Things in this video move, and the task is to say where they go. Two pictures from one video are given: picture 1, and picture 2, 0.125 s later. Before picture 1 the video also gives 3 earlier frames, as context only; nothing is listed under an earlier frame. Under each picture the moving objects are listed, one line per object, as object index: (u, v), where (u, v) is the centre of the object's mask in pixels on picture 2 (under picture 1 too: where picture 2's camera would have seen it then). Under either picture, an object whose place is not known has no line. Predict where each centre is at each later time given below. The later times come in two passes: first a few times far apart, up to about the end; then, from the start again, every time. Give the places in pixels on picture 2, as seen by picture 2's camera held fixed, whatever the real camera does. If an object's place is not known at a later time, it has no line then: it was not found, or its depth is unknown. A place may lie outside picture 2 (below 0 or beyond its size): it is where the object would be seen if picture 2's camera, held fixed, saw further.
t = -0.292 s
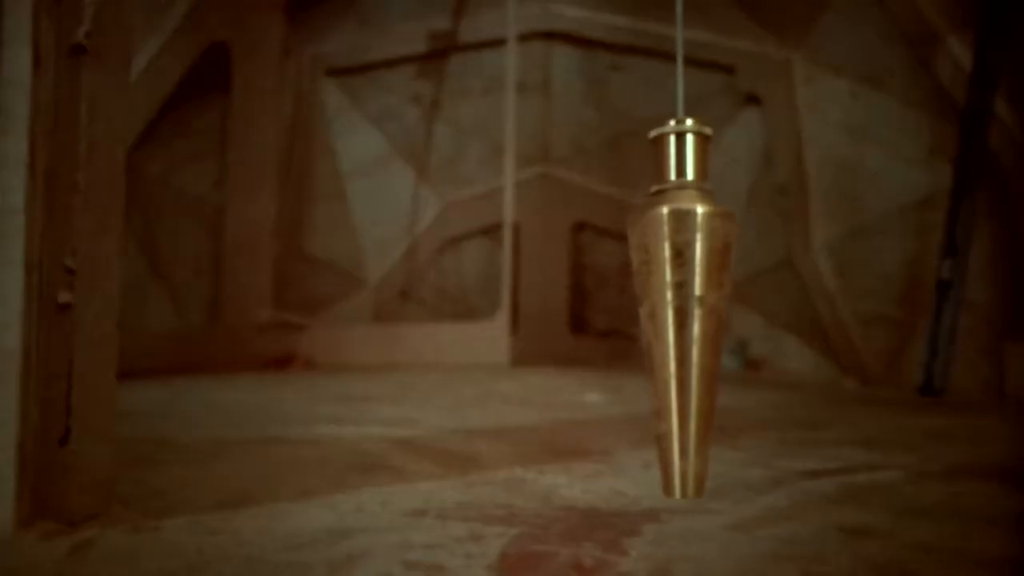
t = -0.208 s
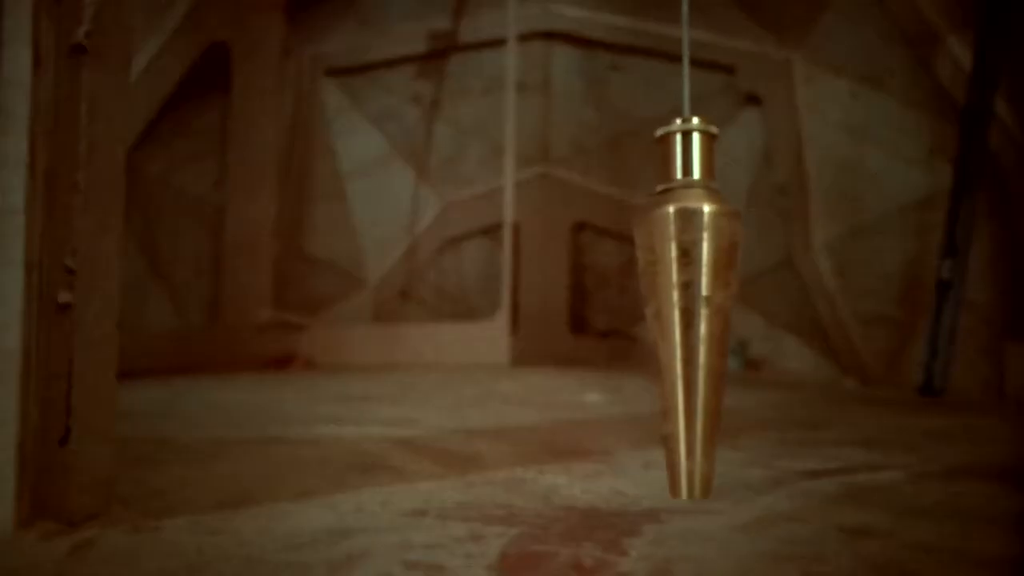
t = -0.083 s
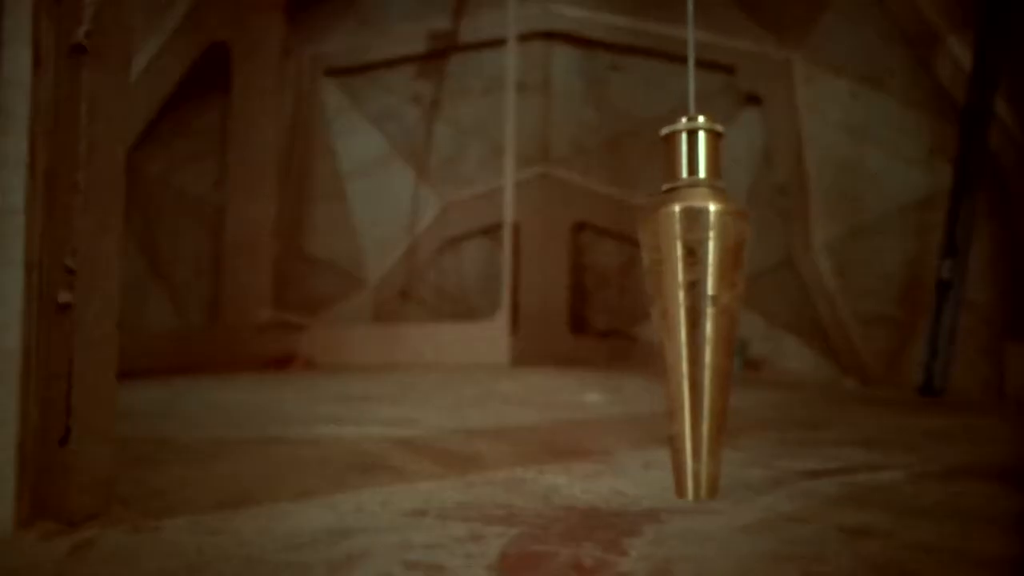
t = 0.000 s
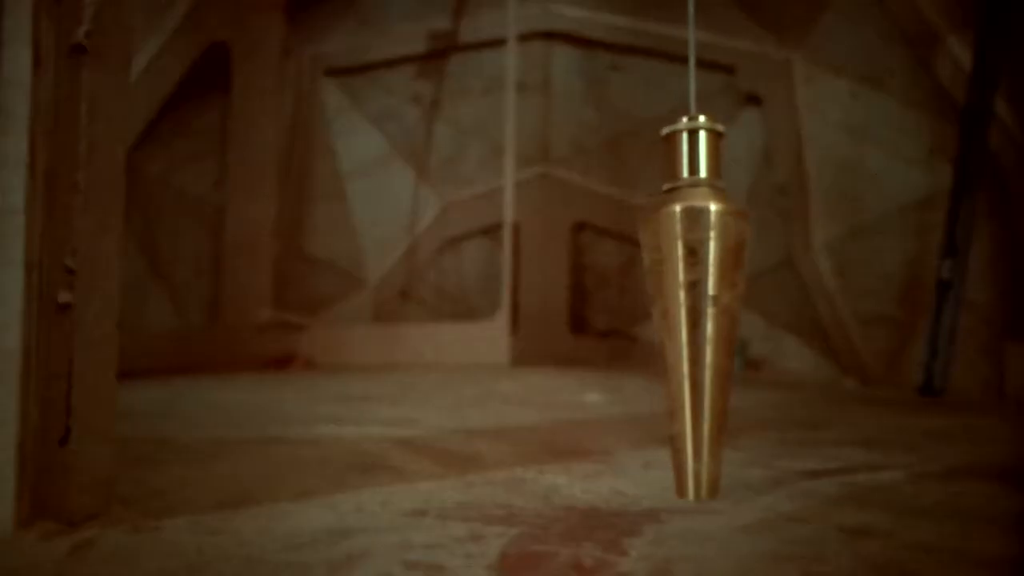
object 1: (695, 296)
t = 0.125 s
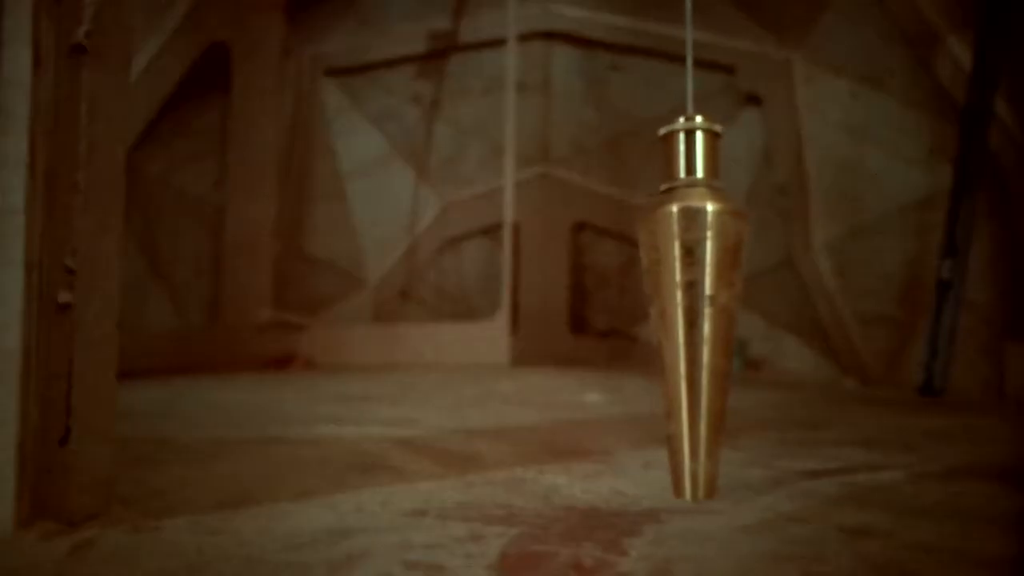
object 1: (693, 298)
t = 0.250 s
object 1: (685, 298)
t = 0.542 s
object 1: (651, 301)
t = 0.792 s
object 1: (617, 301)
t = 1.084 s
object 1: (589, 301)
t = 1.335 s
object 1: (581, 302)
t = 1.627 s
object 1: (594, 302)
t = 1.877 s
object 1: (620, 303)
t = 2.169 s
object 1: (658, 301)
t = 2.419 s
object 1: (685, 298)
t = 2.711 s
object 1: (695, 297)
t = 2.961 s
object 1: (681, 299)
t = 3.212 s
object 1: (652, 300)
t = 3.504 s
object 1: (613, 301)
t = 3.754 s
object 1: (589, 301)
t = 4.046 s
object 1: (581, 303)
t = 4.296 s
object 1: (593, 302)
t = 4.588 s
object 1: (624, 303)
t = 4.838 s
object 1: (658, 303)
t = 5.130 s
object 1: (688, 299)
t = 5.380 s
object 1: (694, 298)
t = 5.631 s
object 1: (682, 298)
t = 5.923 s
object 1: (647, 301)
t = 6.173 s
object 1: (614, 301)
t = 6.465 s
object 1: (587, 302)
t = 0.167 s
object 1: (691, 297)
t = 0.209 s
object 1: (688, 298)
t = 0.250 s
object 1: (685, 298)
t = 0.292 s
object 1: (681, 298)
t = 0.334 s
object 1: (677, 299)
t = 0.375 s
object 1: (672, 299)
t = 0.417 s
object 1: (667, 300)
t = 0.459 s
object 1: (663, 300)
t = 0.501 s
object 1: (657, 300)
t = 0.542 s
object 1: (651, 301)
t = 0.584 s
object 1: (645, 301)
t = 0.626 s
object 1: (639, 301)
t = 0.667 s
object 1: (634, 301)
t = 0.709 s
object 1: (628, 301)
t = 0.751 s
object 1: (623, 302)
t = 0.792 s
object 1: (617, 301)
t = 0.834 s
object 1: (613, 302)
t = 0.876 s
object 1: (608, 301)
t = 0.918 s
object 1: (604, 301)
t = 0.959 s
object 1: (600, 301)
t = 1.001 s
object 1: (596, 302)
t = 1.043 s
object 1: (592, 301)
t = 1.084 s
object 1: (589, 301)
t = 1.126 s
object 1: (587, 302)
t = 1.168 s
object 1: (585, 303)
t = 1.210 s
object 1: (583, 302)
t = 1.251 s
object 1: (582, 302)
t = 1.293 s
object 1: (581, 302)
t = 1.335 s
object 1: (581, 302)
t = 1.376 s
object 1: (581, 302)
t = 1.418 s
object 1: (582, 303)
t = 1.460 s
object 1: (583, 303)
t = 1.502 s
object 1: (585, 304)
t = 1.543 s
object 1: (587, 302)
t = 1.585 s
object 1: (590, 302)
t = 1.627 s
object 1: (594, 302)
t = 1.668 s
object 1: (597, 303)
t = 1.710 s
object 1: (602, 302)
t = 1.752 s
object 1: (606, 302)
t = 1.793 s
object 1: (610, 301)
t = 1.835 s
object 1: (615, 302)
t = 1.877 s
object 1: (620, 303)
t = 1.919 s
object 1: (625, 303)
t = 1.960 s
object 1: (631, 303)
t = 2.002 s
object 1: (636, 303)
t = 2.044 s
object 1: (642, 303)
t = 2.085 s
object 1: (647, 303)
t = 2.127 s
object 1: (653, 301)
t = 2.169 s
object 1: (658, 301)
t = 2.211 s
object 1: (664, 301)
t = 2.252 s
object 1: (669, 300)
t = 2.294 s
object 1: (674, 300)
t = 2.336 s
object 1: (678, 300)
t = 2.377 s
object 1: (682, 299)
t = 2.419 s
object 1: (685, 298)
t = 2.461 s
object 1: (688, 298)
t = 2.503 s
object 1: (691, 297)
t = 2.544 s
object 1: (692, 298)
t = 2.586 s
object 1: (694, 296)
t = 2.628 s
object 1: (695, 297)
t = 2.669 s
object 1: (695, 297)
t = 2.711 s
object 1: (695, 297)
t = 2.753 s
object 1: (694, 297)
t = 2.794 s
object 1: (693, 298)
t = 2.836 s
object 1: (691, 297)
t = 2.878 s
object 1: (688, 298)
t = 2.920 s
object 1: (685, 298)
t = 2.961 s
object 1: (681, 299)
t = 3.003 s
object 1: (677, 299)
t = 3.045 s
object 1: (673, 299)
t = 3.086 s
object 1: (668, 299)
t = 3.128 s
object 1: (663, 299)
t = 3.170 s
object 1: (658, 300)
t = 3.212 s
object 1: (652, 300)
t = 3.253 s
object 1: (646, 300)
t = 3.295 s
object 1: (641, 300)
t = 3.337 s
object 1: (635, 301)
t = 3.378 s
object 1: (629, 300)
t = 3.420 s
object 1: (624, 302)
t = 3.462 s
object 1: (618, 301)
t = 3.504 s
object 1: (613, 301)
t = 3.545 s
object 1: (609, 300)
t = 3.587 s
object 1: (604, 301)
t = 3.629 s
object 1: (600, 301)
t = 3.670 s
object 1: (596, 301)
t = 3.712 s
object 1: (592, 301)
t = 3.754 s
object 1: (589, 301)
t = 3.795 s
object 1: (587, 301)
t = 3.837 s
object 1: (585, 303)
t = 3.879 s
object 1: (583, 303)
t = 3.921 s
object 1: (582, 303)
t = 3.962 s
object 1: (581, 303)
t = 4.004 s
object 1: (581, 303)
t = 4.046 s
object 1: (581, 303)
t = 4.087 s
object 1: (582, 304)
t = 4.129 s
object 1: (583, 303)
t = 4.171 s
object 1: (585, 303)
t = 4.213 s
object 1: (587, 302)
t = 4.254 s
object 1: (590, 303)
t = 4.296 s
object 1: (593, 302)
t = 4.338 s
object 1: (597, 302)
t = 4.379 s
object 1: (601, 303)
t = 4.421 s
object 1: (605, 304)
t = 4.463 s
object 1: (610, 302)
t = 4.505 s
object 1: (614, 303)
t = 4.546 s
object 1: (619, 304)
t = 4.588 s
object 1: (624, 303)
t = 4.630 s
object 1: (630, 303)
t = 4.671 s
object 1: (635, 304)
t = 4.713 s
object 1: (641, 304)
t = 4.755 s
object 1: (646, 302)
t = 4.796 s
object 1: (652, 303)
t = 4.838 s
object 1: (658, 303)
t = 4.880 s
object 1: (663, 302)
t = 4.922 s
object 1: (668, 304)
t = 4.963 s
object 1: (673, 302)
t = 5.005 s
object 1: (677, 301)
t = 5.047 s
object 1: (681, 301)
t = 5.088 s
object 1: (684, 300)
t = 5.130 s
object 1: (688, 299)
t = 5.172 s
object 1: (690, 298)
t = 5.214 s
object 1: (692, 299)
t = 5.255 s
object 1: (693, 298)
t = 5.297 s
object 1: (694, 298)
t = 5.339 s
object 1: (694, 298)
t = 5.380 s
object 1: (694, 298)
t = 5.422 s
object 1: (693, 298)
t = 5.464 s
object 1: (692, 298)
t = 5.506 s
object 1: (691, 298)
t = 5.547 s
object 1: (688, 298)
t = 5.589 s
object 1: (685, 298)
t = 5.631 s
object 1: (682, 298)
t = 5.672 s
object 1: (678, 299)
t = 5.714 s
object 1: (673, 298)
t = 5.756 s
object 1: (668, 299)
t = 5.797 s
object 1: (664, 300)
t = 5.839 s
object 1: (658, 300)
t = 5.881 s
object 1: (653, 300)
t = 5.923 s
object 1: (647, 301)
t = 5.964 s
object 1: (641, 300)
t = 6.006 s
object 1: (636, 302)
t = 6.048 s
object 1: (630, 301)
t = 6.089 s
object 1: (624, 302)
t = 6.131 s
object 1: (619, 301)
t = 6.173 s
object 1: (614, 301)
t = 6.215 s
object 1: (609, 301)
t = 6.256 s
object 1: (605, 301)
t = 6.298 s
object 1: (601, 300)
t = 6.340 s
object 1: (597, 301)
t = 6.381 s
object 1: (593, 301)
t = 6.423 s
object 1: (590, 302)
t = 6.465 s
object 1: (587, 302)
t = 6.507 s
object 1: (585, 302)
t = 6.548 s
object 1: (583, 303)
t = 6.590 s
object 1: (582, 303)
